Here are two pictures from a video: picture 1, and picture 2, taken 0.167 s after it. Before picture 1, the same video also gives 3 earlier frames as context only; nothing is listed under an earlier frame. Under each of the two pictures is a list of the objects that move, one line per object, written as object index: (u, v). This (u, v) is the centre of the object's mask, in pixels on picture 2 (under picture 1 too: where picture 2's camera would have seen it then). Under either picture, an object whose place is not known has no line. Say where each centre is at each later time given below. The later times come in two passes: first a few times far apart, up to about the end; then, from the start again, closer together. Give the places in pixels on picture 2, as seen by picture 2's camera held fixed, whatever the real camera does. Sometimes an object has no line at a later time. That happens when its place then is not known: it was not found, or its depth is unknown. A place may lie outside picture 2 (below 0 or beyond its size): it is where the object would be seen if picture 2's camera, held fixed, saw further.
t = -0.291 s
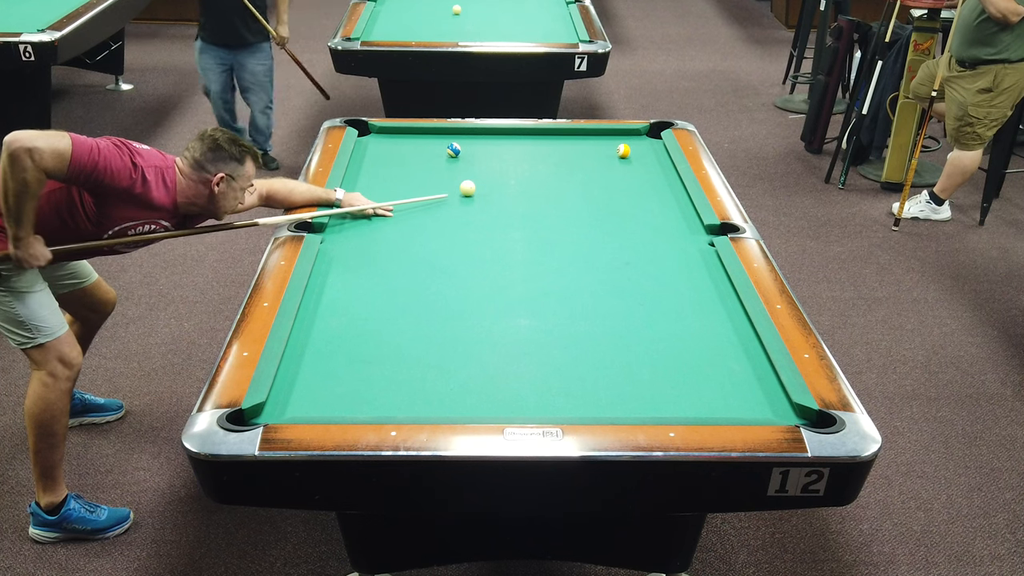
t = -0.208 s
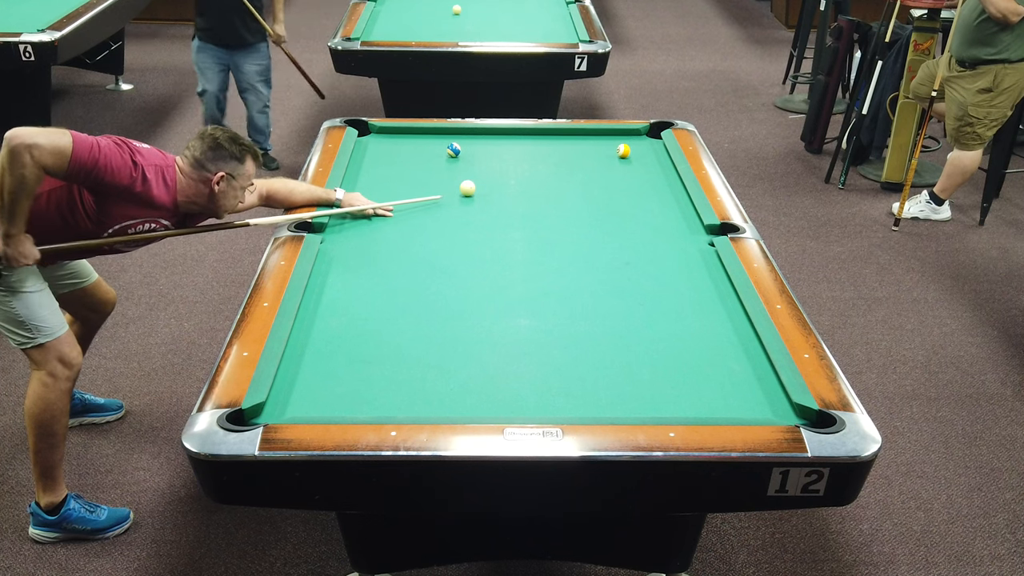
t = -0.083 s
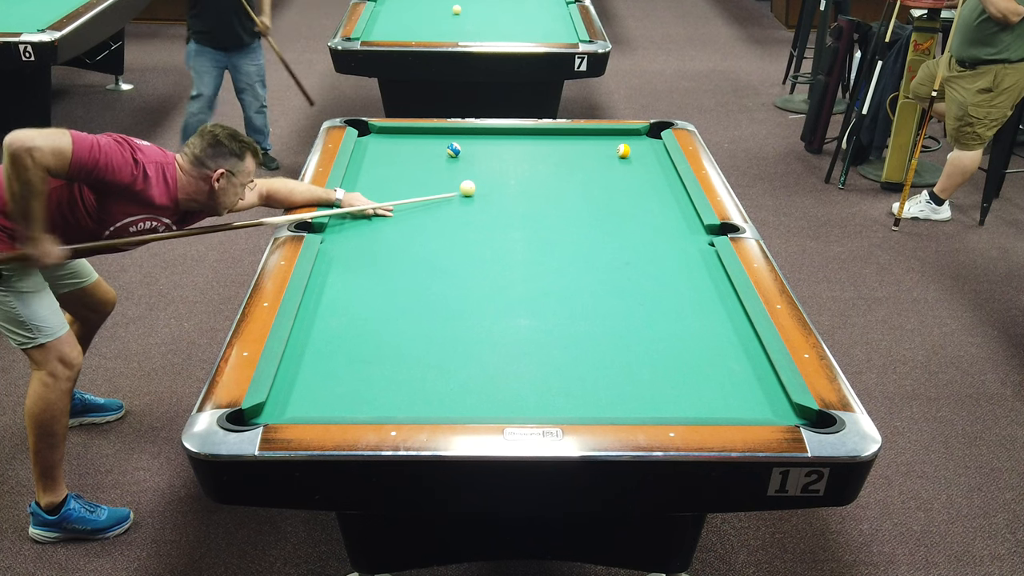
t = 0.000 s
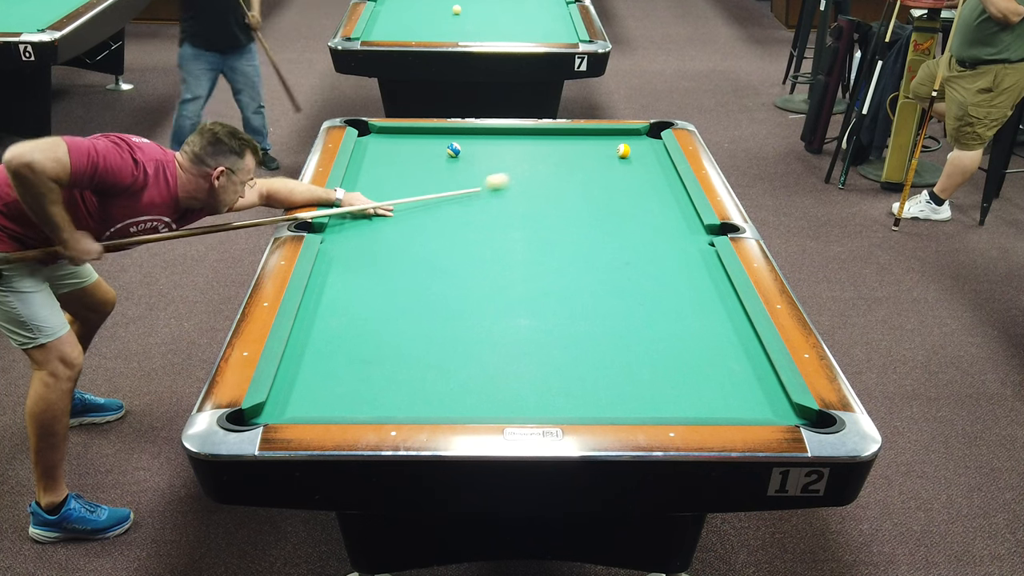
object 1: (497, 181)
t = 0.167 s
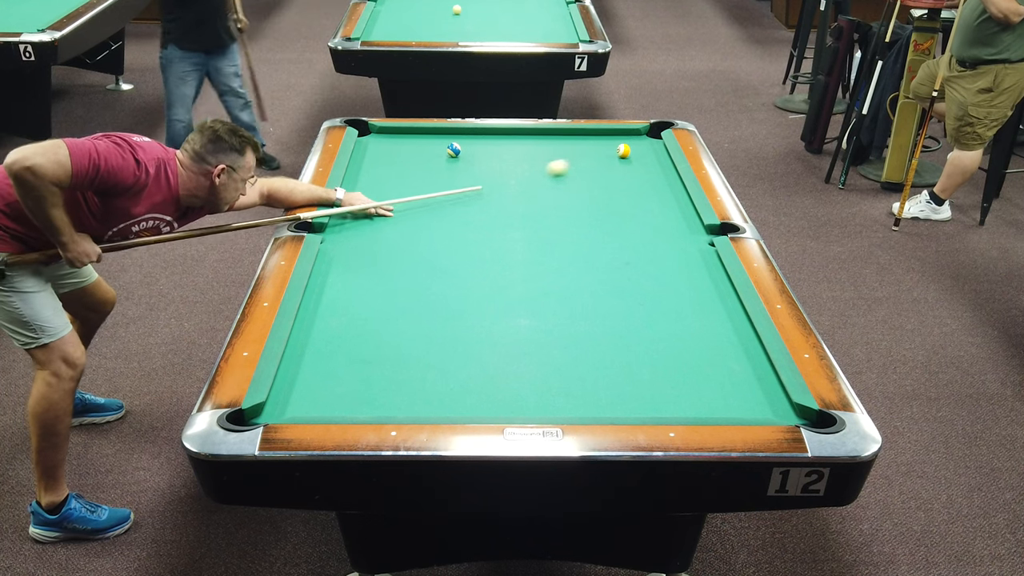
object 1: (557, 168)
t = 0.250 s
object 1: (581, 162)
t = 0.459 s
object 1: (621, 154)
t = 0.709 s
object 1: (648, 154)
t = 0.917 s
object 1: (659, 155)
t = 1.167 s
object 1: (645, 156)
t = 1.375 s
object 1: (634, 156)
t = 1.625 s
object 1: (621, 157)
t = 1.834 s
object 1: (612, 158)
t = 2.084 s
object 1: (601, 159)
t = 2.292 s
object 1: (593, 159)
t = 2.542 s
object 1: (583, 160)
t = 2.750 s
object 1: (576, 161)
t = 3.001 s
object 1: (569, 161)
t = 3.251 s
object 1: (562, 161)
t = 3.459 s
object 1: (557, 161)
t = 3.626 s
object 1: (553, 162)
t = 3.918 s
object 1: (548, 161)
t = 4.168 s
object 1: (545, 162)
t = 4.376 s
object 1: (543, 162)
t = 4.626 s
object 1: (541, 161)
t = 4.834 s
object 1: (540, 161)
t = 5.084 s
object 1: (540, 161)
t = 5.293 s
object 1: (540, 161)
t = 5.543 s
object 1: (540, 161)
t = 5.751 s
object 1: (540, 161)
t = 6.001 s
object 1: (540, 161)
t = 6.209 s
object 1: (540, 161)
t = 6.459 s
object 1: (540, 161)
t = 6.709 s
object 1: (540, 161)
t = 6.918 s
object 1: (540, 161)
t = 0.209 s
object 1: (570, 164)
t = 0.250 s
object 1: (581, 162)
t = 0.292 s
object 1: (592, 160)
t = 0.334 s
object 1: (600, 158)
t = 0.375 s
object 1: (609, 156)
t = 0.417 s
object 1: (616, 154)
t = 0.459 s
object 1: (621, 154)
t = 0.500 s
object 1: (625, 155)
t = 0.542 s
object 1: (630, 155)
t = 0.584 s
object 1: (634, 154)
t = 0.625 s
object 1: (639, 154)
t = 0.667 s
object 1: (643, 154)
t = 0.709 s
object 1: (648, 154)
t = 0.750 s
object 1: (652, 154)
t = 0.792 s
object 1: (656, 154)
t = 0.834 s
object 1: (660, 154)
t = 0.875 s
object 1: (661, 154)
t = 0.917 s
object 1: (659, 155)
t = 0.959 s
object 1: (657, 155)
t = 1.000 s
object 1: (654, 155)
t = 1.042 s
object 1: (652, 155)
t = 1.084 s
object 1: (649, 155)
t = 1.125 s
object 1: (647, 155)
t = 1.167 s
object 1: (645, 156)
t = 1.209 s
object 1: (643, 156)
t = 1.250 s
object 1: (640, 156)
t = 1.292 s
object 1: (638, 156)
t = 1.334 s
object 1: (636, 156)
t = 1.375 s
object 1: (634, 156)
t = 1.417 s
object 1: (632, 156)
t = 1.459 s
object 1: (630, 157)
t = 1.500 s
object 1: (627, 157)
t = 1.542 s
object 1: (625, 157)
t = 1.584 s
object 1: (623, 157)
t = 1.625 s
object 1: (621, 157)
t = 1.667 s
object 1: (619, 157)
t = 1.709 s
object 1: (617, 158)
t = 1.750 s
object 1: (616, 158)
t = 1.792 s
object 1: (614, 158)
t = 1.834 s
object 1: (612, 158)
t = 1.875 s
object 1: (610, 158)
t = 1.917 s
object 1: (608, 158)
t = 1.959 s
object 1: (606, 159)
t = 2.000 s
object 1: (604, 159)
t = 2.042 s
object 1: (602, 159)
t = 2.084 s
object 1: (601, 159)
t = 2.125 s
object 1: (599, 159)
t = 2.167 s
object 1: (597, 159)
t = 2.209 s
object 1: (596, 159)
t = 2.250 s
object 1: (594, 159)
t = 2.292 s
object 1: (593, 159)
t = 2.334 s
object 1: (591, 160)
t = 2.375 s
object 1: (589, 160)
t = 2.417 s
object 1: (588, 160)
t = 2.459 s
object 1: (586, 160)
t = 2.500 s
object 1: (585, 160)
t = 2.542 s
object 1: (583, 160)
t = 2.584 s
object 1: (582, 160)
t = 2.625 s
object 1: (580, 160)
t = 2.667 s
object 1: (579, 160)
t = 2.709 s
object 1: (578, 161)
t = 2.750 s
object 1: (576, 161)
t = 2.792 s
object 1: (575, 161)
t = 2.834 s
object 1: (573, 161)
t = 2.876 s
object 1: (572, 161)
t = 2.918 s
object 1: (571, 161)
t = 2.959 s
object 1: (570, 161)
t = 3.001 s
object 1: (569, 161)
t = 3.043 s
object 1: (567, 161)
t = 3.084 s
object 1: (566, 161)
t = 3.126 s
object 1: (565, 161)
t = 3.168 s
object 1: (564, 161)
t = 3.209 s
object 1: (563, 161)
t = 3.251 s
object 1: (562, 161)
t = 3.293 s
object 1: (561, 161)
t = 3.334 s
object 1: (559, 161)
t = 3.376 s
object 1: (559, 161)
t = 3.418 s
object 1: (558, 161)
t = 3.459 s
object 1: (557, 161)
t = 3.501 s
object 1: (556, 161)
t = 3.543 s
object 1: (555, 161)
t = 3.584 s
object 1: (554, 162)
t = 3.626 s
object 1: (553, 162)
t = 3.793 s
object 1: (549, 157)
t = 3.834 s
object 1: (550, 161)
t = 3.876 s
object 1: (549, 161)
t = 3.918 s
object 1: (548, 161)
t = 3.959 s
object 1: (548, 162)
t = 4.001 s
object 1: (547, 162)
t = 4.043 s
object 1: (546, 162)
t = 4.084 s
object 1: (546, 162)
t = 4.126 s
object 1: (545, 161)
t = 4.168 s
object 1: (545, 162)
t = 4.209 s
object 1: (544, 162)
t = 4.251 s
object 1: (544, 162)
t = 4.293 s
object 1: (543, 162)
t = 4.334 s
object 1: (543, 161)
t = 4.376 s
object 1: (543, 162)
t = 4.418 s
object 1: (542, 161)
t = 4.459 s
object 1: (542, 161)
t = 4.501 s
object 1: (542, 162)
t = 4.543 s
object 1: (541, 161)
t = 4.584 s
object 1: (541, 161)
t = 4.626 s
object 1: (541, 161)
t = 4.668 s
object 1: (541, 161)
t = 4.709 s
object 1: (540, 161)
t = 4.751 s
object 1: (540, 161)
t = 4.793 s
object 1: (540, 161)
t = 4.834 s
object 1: (540, 161)
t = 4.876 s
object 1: (540, 161)
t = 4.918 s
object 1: (540, 161)
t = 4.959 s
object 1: (540, 161)
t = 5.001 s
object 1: (540, 161)
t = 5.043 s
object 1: (540, 161)
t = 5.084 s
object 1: (540, 161)
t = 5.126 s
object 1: (540, 161)
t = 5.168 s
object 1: (540, 161)
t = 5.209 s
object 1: (540, 161)
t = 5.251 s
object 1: (540, 161)
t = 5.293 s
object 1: (540, 161)
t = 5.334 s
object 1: (540, 161)
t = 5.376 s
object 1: (540, 161)
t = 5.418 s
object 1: (540, 161)
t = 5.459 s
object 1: (540, 161)
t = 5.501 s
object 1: (540, 161)
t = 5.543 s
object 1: (540, 161)
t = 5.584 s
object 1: (540, 161)
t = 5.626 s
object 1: (540, 161)
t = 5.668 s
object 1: (540, 161)
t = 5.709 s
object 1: (540, 161)
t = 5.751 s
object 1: (540, 161)
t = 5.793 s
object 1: (540, 161)
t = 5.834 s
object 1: (540, 161)
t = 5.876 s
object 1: (540, 161)
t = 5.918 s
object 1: (540, 161)
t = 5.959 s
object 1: (540, 161)
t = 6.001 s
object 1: (540, 161)
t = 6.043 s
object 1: (540, 161)
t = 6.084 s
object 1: (540, 161)
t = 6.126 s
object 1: (540, 161)
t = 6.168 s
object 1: (540, 161)
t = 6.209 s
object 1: (540, 161)
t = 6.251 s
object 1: (540, 161)
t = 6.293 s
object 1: (540, 161)
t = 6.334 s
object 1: (540, 161)
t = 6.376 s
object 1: (540, 161)
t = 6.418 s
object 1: (540, 161)
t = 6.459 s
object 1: (540, 161)
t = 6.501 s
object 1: (540, 161)
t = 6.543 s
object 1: (540, 161)
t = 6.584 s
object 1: (540, 161)
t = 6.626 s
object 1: (540, 161)
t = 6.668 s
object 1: (540, 161)
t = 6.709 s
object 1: (540, 161)
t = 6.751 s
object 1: (540, 161)
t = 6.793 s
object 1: (540, 161)
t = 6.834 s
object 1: (540, 161)
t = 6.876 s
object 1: (540, 161)
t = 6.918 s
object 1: (540, 161)
